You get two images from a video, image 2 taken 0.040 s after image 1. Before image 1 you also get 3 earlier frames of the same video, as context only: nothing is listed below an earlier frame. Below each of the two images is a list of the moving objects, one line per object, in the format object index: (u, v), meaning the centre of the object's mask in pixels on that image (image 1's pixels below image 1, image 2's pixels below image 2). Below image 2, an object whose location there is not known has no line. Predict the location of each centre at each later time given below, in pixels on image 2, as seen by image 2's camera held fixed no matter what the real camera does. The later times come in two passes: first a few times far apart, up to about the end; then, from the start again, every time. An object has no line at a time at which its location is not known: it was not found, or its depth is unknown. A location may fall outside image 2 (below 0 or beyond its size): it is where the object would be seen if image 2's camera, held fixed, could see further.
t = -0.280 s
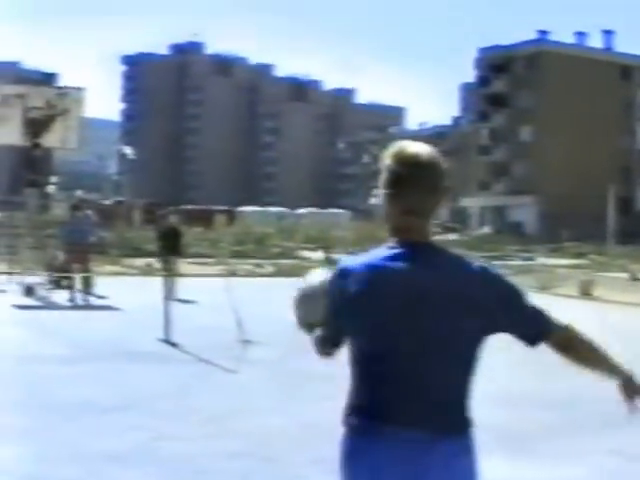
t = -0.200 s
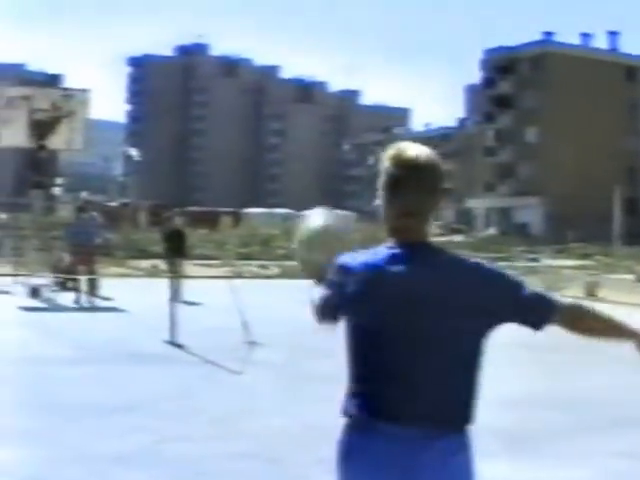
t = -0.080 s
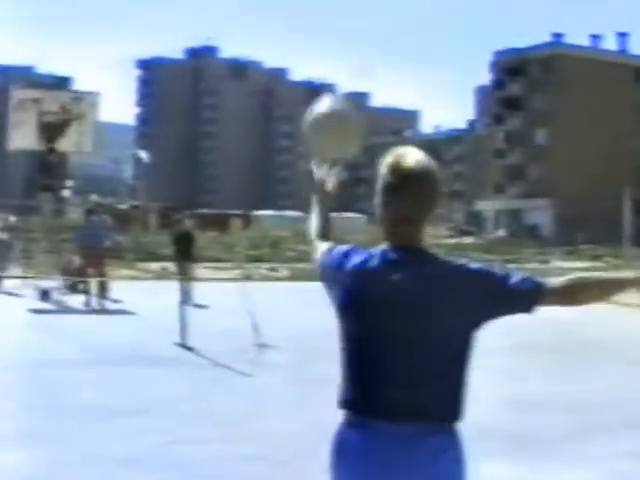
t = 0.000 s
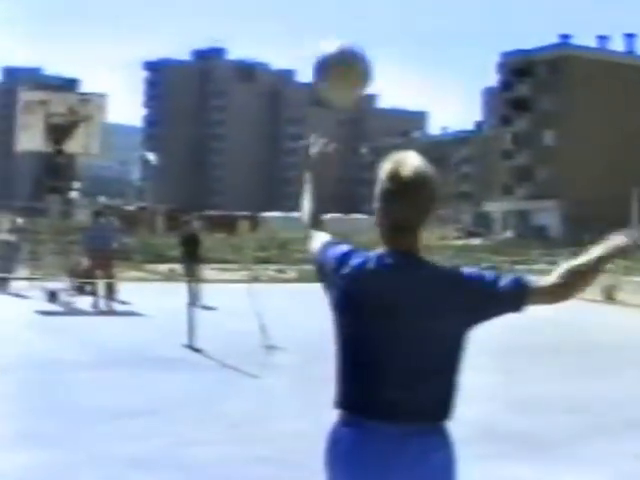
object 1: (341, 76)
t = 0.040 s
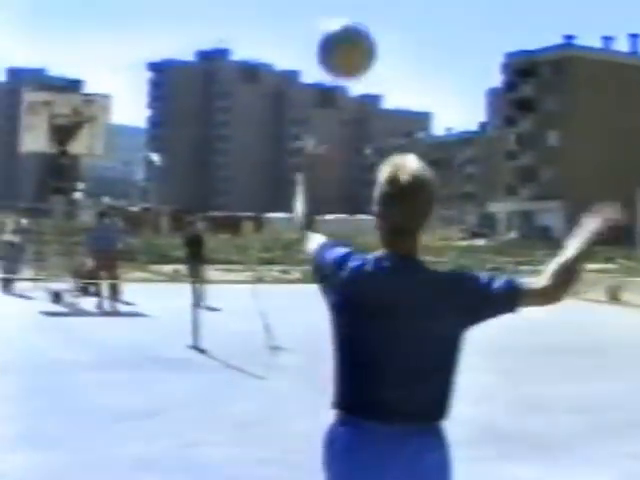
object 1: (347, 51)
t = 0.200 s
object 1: (346, 15)
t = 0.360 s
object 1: (344, 32)
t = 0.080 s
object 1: (346, 34)
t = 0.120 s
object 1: (346, 22)
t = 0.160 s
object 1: (346, 17)
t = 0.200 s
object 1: (346, 15)
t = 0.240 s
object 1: (346, 14)
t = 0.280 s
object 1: (345, 16)
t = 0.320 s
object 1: (345, 21)
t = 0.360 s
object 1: (344, 32)
